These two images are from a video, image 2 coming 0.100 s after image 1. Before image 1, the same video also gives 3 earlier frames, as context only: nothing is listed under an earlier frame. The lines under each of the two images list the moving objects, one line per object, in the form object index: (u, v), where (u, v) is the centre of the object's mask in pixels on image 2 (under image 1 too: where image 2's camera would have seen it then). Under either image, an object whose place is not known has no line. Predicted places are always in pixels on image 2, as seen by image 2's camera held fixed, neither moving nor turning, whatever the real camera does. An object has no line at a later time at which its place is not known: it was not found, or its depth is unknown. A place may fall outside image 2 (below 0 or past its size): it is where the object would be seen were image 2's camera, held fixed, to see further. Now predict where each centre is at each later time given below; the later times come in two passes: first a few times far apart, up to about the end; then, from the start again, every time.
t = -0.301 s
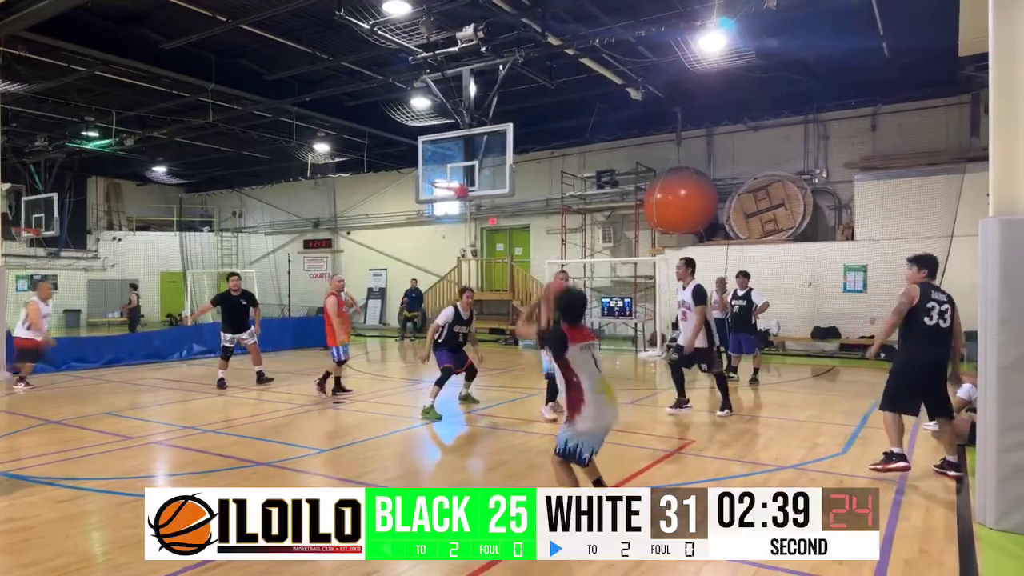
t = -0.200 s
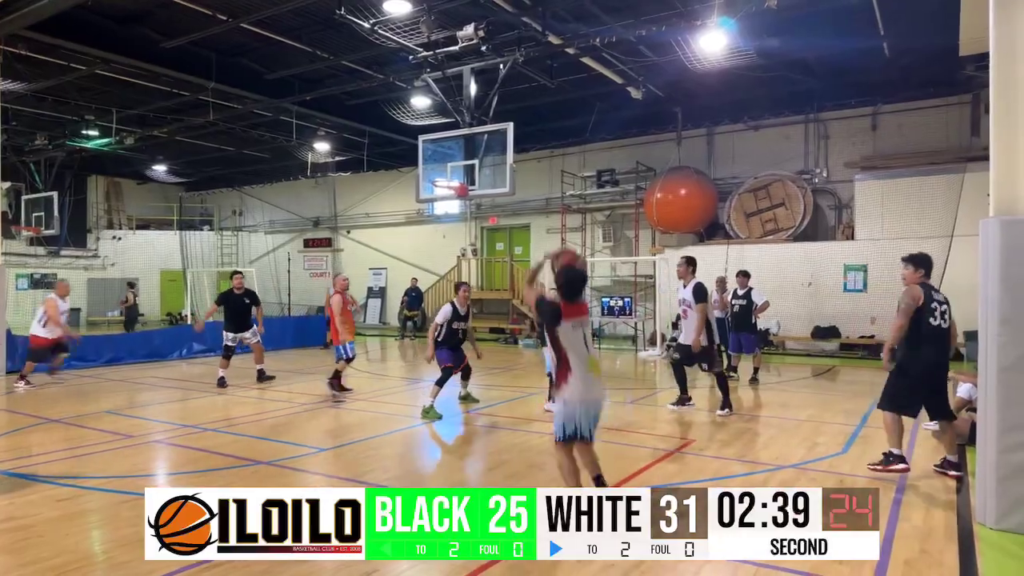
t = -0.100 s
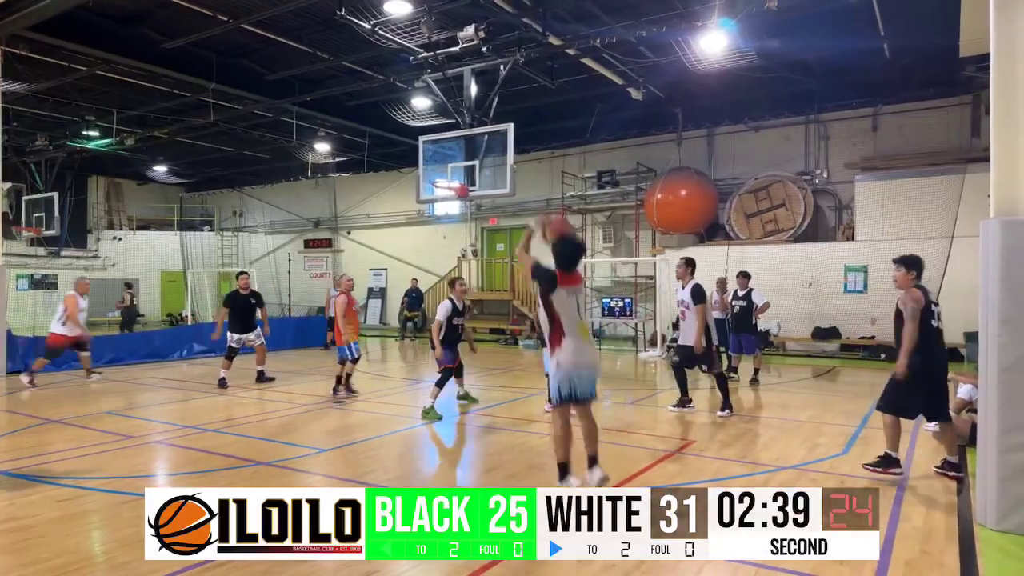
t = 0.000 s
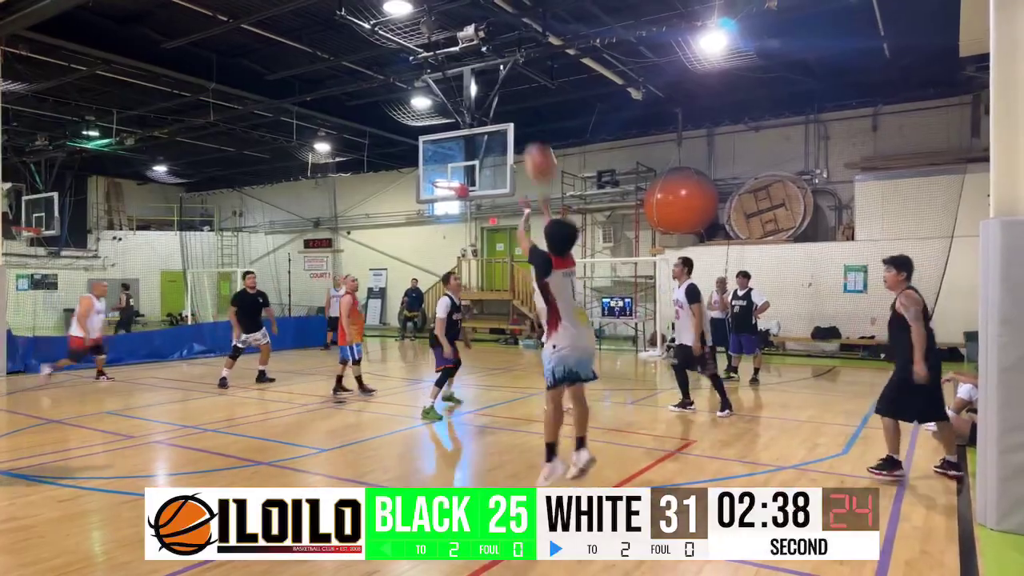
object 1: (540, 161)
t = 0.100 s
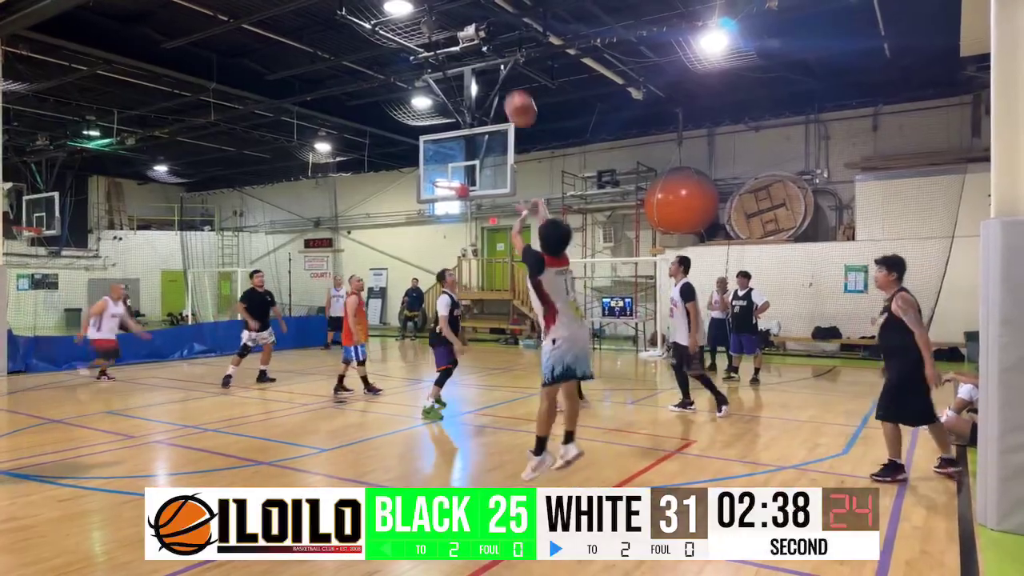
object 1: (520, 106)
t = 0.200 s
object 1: (504, 74)
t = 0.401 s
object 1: (479, 48)
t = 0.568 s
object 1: (463, 56)
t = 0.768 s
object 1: (449, 91)
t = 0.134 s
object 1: (514, 93)
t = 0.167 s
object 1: (508, 82)
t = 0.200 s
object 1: (504, 74)
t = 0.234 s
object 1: (498, 64)
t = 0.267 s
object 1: (494, 59)
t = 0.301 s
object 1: (490, 54)
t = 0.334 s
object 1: (485, 50)
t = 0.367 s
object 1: (482, 48)
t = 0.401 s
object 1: (479, 48)
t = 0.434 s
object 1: (475, 48)
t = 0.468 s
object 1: (472, 49)
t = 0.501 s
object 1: (469, 50)
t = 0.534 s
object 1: (466, 53)
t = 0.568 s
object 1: (463, 56)
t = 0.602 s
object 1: (460, 59)
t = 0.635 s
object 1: (457, 65)
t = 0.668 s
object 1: (455, 70)
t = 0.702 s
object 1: (453, 77)
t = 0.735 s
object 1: (451, 84)
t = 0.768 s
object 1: (449, 91)
